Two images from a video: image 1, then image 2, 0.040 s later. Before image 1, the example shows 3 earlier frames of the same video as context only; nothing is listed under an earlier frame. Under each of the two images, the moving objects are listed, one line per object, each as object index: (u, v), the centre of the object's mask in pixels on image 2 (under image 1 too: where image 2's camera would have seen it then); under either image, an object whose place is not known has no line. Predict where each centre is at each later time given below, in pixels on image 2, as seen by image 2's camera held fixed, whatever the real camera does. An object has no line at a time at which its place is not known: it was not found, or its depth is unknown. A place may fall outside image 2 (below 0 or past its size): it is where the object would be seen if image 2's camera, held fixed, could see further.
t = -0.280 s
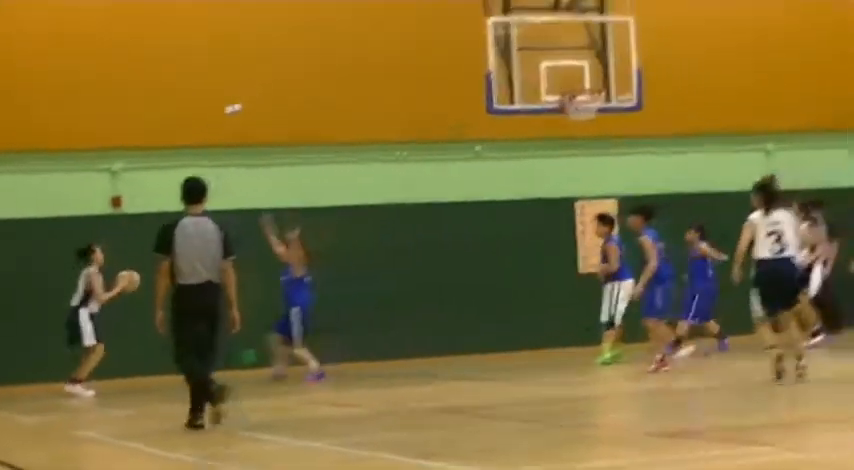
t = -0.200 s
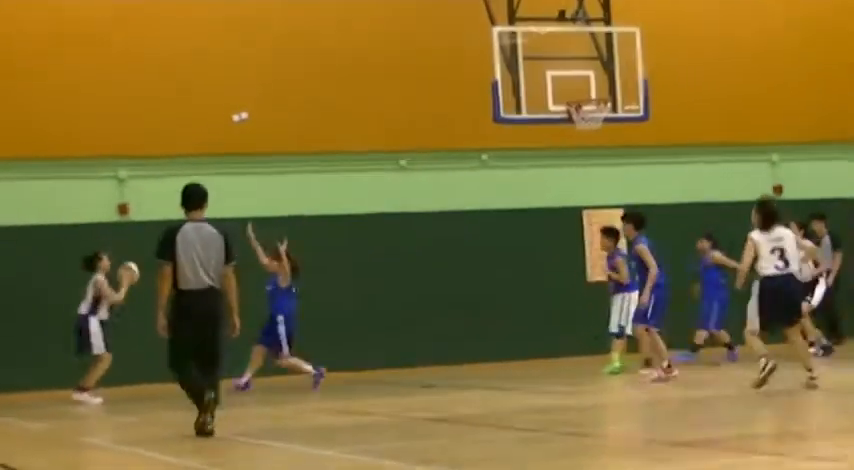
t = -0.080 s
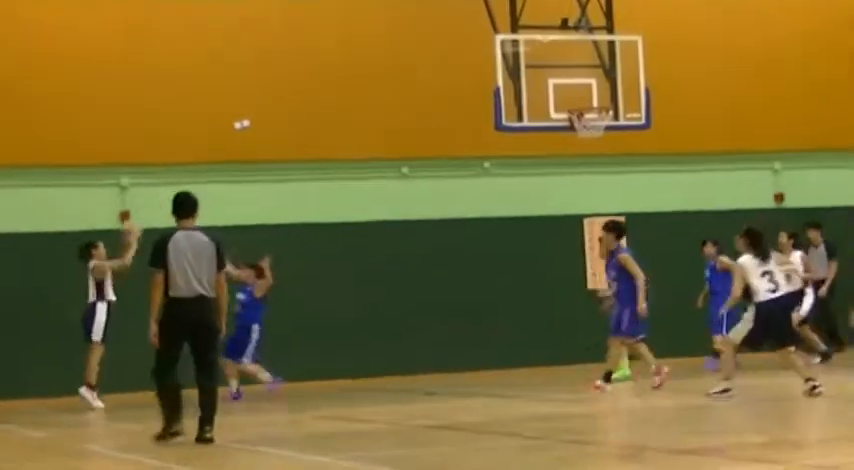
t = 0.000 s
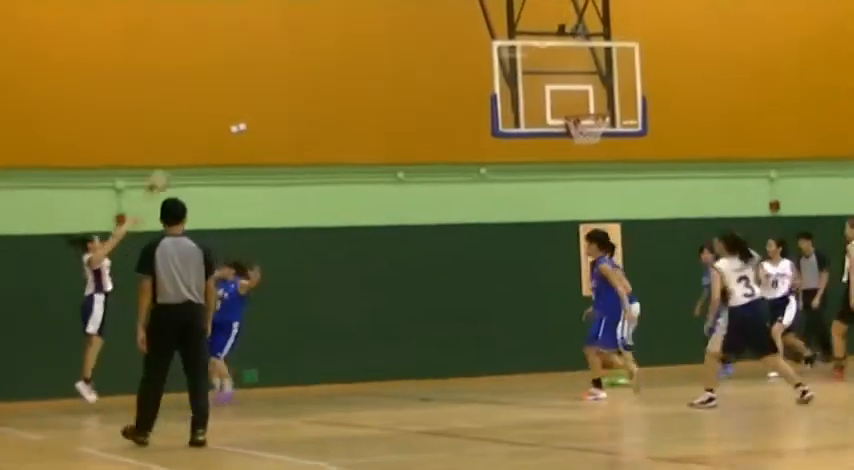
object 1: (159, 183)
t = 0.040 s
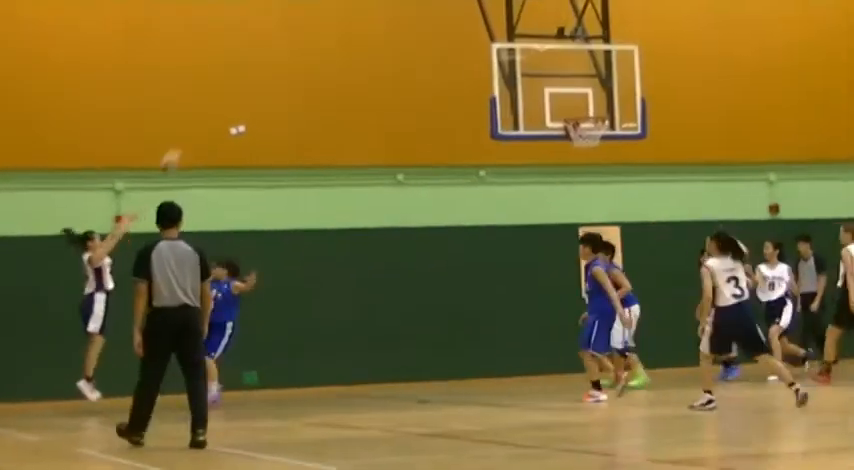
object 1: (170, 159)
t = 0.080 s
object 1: (188, 138)
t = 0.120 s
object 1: (204, 119)
